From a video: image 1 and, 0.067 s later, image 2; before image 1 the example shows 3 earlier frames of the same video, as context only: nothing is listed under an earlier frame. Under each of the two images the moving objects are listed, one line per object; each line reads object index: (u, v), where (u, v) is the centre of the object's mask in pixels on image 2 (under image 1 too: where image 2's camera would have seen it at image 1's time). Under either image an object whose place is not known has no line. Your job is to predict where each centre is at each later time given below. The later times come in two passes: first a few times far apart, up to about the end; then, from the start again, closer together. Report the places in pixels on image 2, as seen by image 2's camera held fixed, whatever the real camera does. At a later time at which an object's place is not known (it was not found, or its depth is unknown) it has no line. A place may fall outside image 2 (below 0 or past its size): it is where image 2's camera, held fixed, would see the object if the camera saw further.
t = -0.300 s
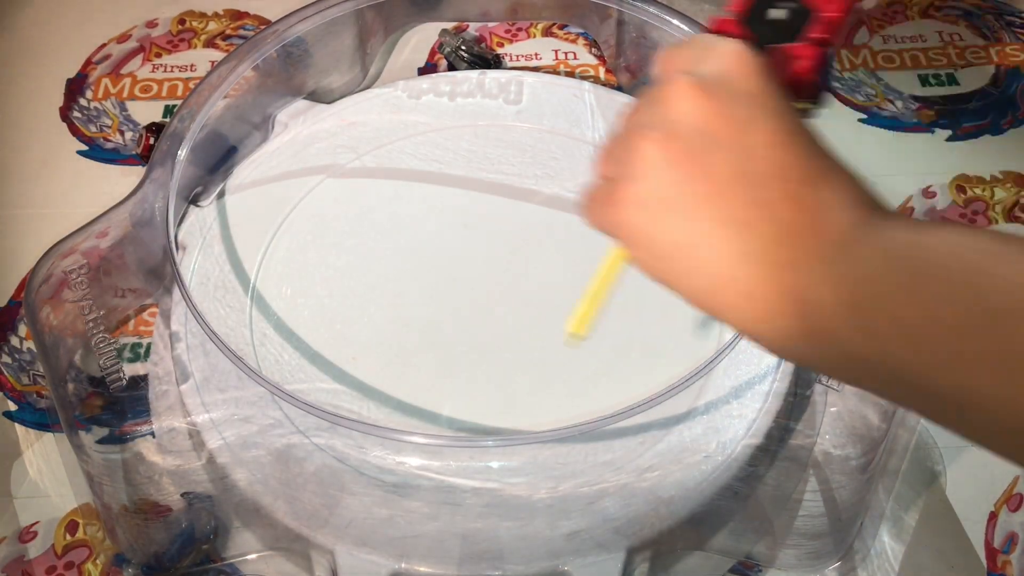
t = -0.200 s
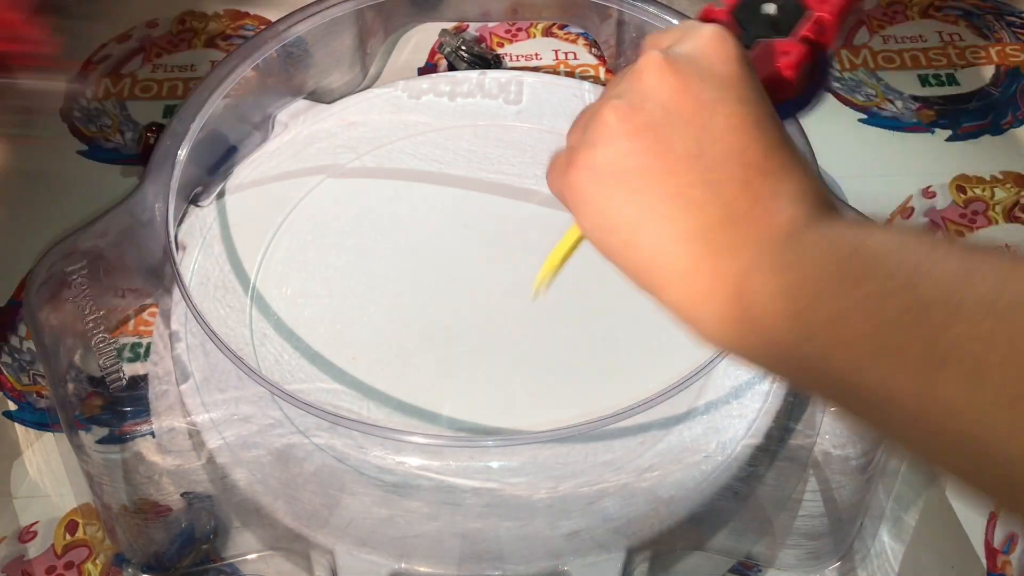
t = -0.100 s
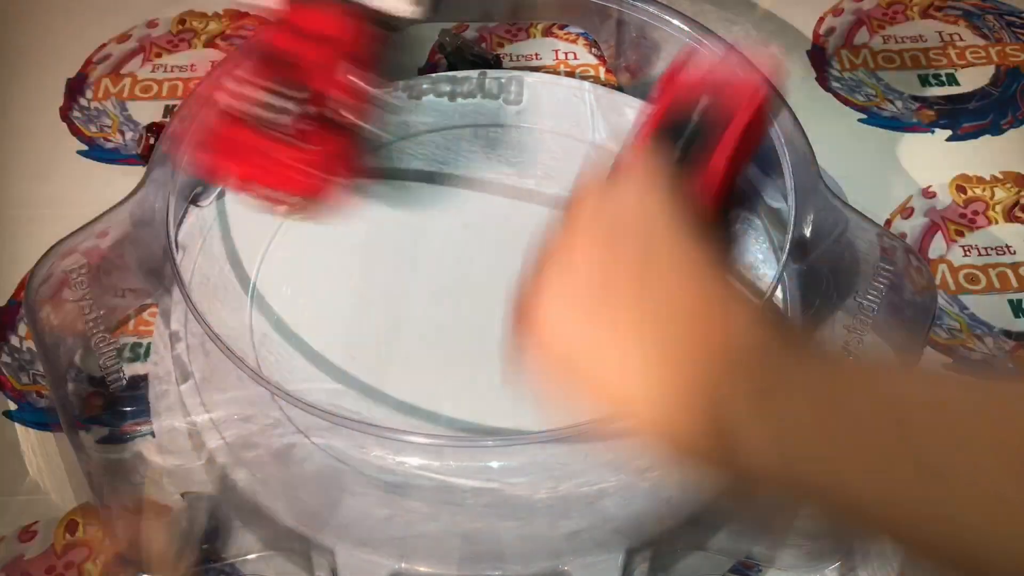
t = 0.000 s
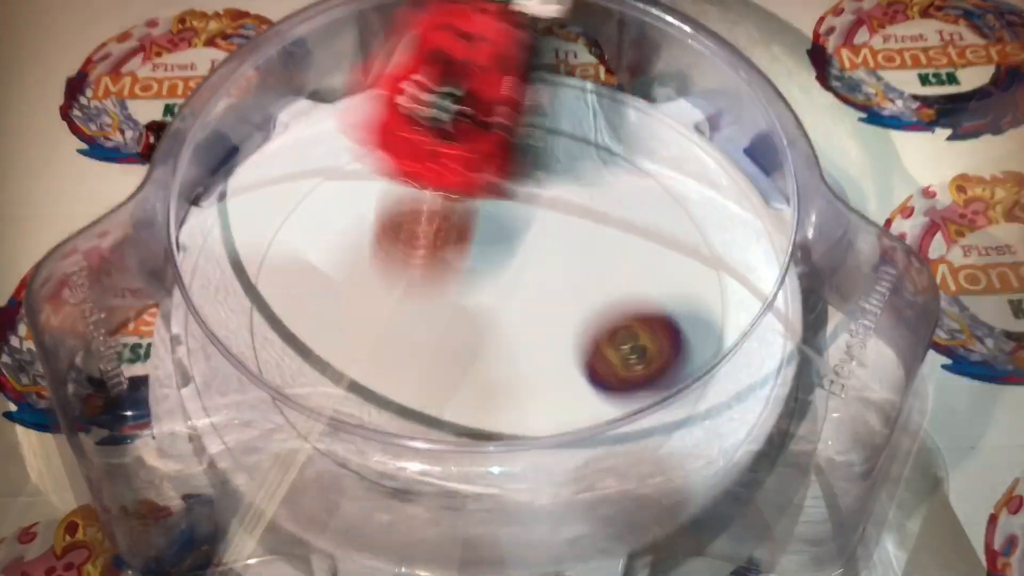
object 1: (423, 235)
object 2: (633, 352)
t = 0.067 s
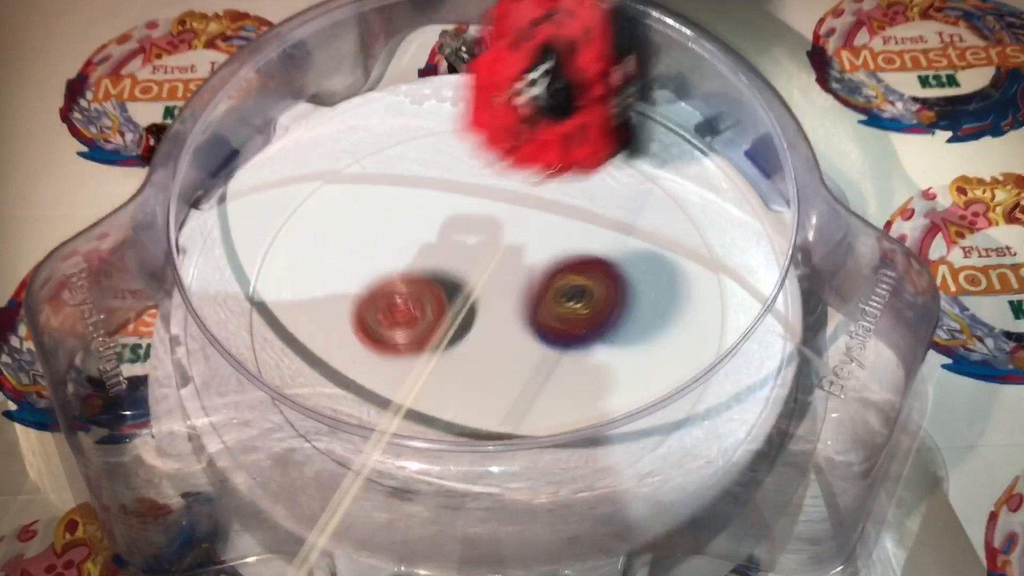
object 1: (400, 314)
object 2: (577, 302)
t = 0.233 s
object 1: (391, 367)
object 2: (496, 278)
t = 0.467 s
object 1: (468, 343)
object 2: (558, 271)
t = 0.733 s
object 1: (204, 335)
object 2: (669, 234)
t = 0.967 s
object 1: (260, 350)
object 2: (399, 254)
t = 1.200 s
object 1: (405, 501)
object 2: (391, 251)
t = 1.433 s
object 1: (497, 448)
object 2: (467, 316)
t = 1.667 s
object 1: (501, 387)
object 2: (522, 296)
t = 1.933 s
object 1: (417, 377)
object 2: (434, 159)
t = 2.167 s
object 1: (414, 368)
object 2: (321, 175)
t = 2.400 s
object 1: (496, 338)
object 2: (332, 367)
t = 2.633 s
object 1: (607, 256)
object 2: (577, 343)
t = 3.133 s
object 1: (407, 293)
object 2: (490, 224)
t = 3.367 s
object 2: (345, 329)
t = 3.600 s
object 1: (625, 348)
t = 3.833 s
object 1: (686, 231)
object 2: (559, 287)
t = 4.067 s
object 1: (598, 239)
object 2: (371, 246)
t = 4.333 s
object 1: (503, 285)
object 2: (321, 390)
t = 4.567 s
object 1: (440, 285)
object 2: (552, 343)
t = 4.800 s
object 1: (393, 251)
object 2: (546, 189)
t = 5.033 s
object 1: (365, 253)
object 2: (386, 170)
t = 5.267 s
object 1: (372, 330)
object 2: (397, 251)
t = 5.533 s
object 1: (457, 322)
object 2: (553, 208)
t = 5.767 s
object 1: (527, 304)
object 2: (530, 153)
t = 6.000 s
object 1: (596, 296)
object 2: (496, 259)
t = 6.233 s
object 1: (653, 319)
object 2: (531, 320)
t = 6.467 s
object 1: (678, 320)
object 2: (469, 308)
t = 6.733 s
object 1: (568, 323)
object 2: (460, 358)
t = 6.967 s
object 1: (554, 282)
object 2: (438, 319)
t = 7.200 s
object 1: (487, 261)
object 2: (398, 301)
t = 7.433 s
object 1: (670, 119)
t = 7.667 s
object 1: (520, 266)
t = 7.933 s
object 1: (624, 309)
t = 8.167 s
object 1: (629, 305)
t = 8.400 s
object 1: (580, 291)
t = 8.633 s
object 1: (541, 261)
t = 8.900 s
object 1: (559, 354)
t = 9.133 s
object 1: (525, 347)
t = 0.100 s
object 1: (394, 303)
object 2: (547, 296)
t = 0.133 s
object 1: (387, 303)
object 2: (518, 304)
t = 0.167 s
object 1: (381, 316)
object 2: (493, 325)
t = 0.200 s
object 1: (380, 345)
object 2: (490, 305)
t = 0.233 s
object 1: (391, 367)
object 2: (496, 278)
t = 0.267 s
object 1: (391, 354)
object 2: (502, 264)
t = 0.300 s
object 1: (400, 354)
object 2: (509, 264)
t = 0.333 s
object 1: (411, 359)
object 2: (518, 262)
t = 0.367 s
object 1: (424, 352)
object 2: (528, 251)
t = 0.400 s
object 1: (439, 351)
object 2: (540, 252)
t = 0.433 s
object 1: (454, 347)
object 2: (552, 265)
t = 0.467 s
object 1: (468, 343)
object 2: (558, 271)
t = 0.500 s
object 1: (480, 339)
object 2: (562, 277)
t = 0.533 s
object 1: (445, 338)
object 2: (607, 279)
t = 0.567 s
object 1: (379, 347)
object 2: (661, 270)
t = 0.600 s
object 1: (320, 354)
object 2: (703, 261)
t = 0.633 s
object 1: (269, 352)
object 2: (711, 250)
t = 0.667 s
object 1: (237, 339)
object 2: (704, 244)
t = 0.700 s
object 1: (217, 336)
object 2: (690, 240)
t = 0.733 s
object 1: (204, 335)
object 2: (669, 234)
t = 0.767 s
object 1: (200, 334)
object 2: (638, 225)
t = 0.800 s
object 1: (201, 333)
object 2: (602, 221)
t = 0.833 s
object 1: (206, 334)
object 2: (561, 220)
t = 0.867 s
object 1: (216, 337)
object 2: (520, 225)
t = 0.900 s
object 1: (229, 341)
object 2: (478, 231)
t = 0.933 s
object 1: (243, 345)
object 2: (437, 240)
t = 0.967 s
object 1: (260, 350)
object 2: (399, 254)
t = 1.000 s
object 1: (283, 356)
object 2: (367, 268)
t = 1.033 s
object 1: (305, 363)
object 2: (342, 287)
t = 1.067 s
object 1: (301, 402)
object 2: (346, 275)
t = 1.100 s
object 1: (325, 429)
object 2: (355, 263)
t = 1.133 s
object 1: (350, 471)
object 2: (365, 255)
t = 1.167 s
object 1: (377, 491)
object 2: (378, 251)
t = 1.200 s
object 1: (405, 501)
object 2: (391, 251)
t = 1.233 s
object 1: (431, 503)
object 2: (404, 253)
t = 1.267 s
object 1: (454, 497)
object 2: (419, 259)
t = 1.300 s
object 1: (469, 491)
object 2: (431, 267)
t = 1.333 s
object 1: (480, 482)
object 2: (443, 277)
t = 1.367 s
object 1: (486, 471)
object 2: (453, 289)
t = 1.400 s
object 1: (491, 461)
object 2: (461, 301)
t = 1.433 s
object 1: (497, 448)
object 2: (467, 316)
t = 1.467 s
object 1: (502, 429)
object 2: (474, 331)
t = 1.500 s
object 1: (502, 413)
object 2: (483, 341)
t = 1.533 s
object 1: (505, 413)
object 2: (495, 336)
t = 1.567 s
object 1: (506, 411)
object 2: (505, 326)
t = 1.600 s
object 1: (505, 407)
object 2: (514, 317)
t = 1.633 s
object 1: (503, 400)
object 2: (520, 306)
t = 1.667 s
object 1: (501, 387)
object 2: (522, 296)
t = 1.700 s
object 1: (497, 373)
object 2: (519, 284)
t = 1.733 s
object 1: (492, 359)
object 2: (511, 271)
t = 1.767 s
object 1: (485, 345)
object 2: (500, 260)
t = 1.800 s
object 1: (478, 332)
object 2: (485, 252)
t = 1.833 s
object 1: (466, 337)
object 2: (470, 233)
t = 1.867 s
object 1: (446, 356)
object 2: (460, 202)
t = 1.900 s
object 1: (429, 369)
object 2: (448, 178)
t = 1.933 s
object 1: (417, 377)
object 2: (434, 159)
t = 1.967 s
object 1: (411, 379)
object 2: (418, 144)
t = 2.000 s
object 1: (409, 379)
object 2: (402, 135)
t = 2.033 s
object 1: (409, 378)
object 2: (384, 131)
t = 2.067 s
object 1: (410, 376)
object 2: (367, 133)
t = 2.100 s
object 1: (410, 374)
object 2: (354, 145)
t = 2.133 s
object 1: (412, 371)
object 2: (338, 159)
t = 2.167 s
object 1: (414, 368)
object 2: (321, 175)
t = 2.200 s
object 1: (416, 363)
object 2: (306, 197)
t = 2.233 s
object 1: (418, 359)
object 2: (293, 225)
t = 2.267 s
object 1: (419, 354)
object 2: (290, 256)
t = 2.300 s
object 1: (420, 348)
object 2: (298, 290)
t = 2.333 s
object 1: (422, 343)
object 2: (316, 323)
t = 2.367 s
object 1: (458, 341)
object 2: (322, 347)
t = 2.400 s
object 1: (496, 338)
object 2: (332, 367)
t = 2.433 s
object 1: (531, 331)
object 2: (355, 381)
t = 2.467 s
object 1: (560, 321)
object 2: (388, 393)
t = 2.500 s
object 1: (583, 310)
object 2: (429, 397)
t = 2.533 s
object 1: (597, 297)
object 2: (470, 397)
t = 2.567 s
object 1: (606, 285)
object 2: (511, 385)
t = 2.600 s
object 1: (607, 271)
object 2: (546, 368)
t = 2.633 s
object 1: (607, 256)
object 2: (577, 343)
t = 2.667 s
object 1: (606, 242)
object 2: (601, 317)
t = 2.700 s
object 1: (611, 177)
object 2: (609, 329)
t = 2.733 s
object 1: (617, 109)
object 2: (613, 340)
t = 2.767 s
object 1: (580, 72)
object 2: (610, 349)
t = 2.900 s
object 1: (394, 69)
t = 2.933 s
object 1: (386, 102)
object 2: (604, 303)
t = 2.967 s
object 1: (381, 131)
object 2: (597, 283)
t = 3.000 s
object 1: (378, 166)
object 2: (584, 264)
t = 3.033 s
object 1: (379, 200)
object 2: (567, 247)
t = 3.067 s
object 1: (384, 234)
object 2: (543, 235)
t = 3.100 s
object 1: (393, 264)
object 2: (517, 227)
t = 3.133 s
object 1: (407, 293)
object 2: (490, 224)
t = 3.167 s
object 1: (423, 317)
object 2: (461, 226)
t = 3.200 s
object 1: (441, 338)
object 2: (433, 232)
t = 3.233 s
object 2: (407, 242)
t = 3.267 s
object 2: (383, 258)
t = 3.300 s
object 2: (365, 278)
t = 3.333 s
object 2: (351, 302)
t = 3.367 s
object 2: (345, 329)
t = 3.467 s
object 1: (579, 366)
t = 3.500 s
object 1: (593, 362)
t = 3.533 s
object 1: (606, 358)
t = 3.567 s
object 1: (617, 353)
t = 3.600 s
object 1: (625, 348)
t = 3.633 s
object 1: (637, 338)
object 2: (573, 396)
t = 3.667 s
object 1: (660, 313)
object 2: (588, 388)
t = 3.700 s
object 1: (679, 290)
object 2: (596, 374)
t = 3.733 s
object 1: (688, 269)
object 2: (596, 352)
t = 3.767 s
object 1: (693, 252)
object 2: (591, 329)
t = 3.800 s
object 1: (692, 239)
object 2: (577, 307)
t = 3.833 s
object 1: (686, 231)
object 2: (559, 287)
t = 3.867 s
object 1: (678, 226)
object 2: (537, 270)
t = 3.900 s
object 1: (668, 225)
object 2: (512, 257)
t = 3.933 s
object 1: (655, 225)
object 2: (486, 248)
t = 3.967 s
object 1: (643, 227)
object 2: (457, 242)
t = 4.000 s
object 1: (627, 230)
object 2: (428, 241)
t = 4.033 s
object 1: (612, 234)
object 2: (400, 242)
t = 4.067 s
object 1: (598, 239)
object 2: (371, 246)
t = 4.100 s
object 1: (584, 244)
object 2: (344, 253)
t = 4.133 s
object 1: (569, 250)
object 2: (320, 265)
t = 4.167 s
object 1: (556, 256)
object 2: (299, 282)
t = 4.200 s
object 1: (544, 261)
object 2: (286, 300)
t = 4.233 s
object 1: (532, 268)
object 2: (279, 322)
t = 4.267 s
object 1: (521, 274)
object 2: (284, 346)
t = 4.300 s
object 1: (511, 279)
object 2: (302, 366)
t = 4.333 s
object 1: (503, 285)
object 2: (321, 390)
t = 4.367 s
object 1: (494, 290)
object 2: (360, 395)
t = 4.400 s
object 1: (486, 294)
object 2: (397, 402)
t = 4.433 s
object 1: (477, 298)
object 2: (437, 401)
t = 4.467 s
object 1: (470, 302)
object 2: (470, 395)
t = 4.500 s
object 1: (462, 304)
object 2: (501, 377)
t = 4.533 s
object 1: (452, 299)
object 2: (529, 360)
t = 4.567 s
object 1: (440, 285)
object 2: (552, 343)
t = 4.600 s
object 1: (430, 274)
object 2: (570, 322)
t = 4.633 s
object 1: (423, 266)
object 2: (580, 298)
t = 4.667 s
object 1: (417, 260)
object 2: (583, 275)
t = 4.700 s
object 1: (411, 256)
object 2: (581, 252)
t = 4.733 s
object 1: (406, 253)
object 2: (574, 228)
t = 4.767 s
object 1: (400, 252)
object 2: (561, 208)
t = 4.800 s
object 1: (393, 251)
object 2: (546, 189)
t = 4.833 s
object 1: (388, 250)
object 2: (527, 175)
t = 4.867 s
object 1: (382, 249)
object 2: (505, 163)
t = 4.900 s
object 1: (378, 248)
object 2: (483, 156)
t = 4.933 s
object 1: (375, 247)
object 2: (457, 154)
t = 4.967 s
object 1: (372, 246)
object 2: (430, 156)
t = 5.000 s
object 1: (371, 246)
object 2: (405, 164)
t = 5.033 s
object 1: (365, 253)
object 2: (386, 170)
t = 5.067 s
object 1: (355, 271)
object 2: (376, 173)
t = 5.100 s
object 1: (348, 285)
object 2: (368, 182)
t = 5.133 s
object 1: (345, 299)
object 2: (362, 195)
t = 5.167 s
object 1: (347, 312)
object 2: (361, 210)
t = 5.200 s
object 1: (354, 320)
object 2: (366, 227)
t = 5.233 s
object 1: (363, 324)
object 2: (377, 242)
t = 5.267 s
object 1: (372, 330)
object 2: (397, 251)
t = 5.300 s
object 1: (382, 335)
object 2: (422, 255)
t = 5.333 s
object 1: (393, 335)
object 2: (446, 256)
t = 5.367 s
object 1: (404, 334)
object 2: (469, 254)
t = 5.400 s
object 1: (414, 332)
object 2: (490, 249)
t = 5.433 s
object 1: (425, 329)
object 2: (509, 241)
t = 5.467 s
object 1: (436, 327)
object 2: (527, 230)
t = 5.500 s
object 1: (447, 325)
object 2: (541, 220)
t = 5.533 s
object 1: (457, 322)
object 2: (553, 208)
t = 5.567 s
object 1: (467, 320)
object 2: (562, 196)
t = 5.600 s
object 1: (477, 317)
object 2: (566, 182)
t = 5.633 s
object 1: (487, 314)
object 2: (567, 169)
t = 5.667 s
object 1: (497, 311)
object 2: (563, 159)
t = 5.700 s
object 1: (507, 309)
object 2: (554, 152)
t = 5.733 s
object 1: (518, 306)
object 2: (543, 150)
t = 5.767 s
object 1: (527, 304)
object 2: (530, 153)
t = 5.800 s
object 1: (536, 302)
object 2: (517, 162)
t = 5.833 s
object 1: (546, 299)
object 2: (508, 173)
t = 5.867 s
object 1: (554, 297)
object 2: (501, 188)
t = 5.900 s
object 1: (563, 295)
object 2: (495, 206)
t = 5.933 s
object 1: (571, 294)
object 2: (495, 224)
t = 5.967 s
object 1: (579, 292)
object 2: (497, 246)
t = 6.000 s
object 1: (596, 296)
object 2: (496, 259)
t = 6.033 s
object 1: (620, 307)
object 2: (488, 267)
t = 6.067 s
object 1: (639, 314)
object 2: (486, 276)
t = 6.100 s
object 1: (649, 319)
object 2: (487, 285)
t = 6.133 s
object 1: (654, 321)
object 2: (493, 297)
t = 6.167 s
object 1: (655, 321)
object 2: (503, 308)
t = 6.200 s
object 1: (655, 320)
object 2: (516, 316)
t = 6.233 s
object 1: (653, 319)
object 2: (531, 320)
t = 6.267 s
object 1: (649, 317)
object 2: (545, 321)
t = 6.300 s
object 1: (665, 317)
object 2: (541, 317)
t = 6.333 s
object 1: (680, 317)
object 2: (529, 312)
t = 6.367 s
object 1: (686, 319)
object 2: (516, 308)
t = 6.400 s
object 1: (687, 319)
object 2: (502, 305)
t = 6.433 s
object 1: (684, 320)
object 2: (485, 306)
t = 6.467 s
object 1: (678, 320)
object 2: (469, 308)
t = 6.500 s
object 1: (670, 321)
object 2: (455, 312)
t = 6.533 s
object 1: (659, 322)
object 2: (442, 317)
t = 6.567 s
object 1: (646, 323)
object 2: (432, 326)
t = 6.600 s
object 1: (633, 323)
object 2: (427, 334)
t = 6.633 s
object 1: (617, 323)
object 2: (428, 344)
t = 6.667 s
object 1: (601, 323)
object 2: (434, 353)
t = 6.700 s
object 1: (585, 323)
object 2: (445, 358)
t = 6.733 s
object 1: (568, 323)
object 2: (460, 358)
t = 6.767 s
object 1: (561, 318)
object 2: (468, 356)
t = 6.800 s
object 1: (570, 309)
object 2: (463, 352)
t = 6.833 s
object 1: (574, 301)
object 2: (459, 347)
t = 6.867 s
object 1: (573, 293)
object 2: (455, 340)
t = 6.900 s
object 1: (569, 288)
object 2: (451, 333)
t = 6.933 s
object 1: (562, 284)
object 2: (445, 326)
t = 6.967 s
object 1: (554, 282)
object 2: (438, 319)
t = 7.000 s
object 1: (544, 281)
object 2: (430, 313)
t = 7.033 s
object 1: (533, 278)
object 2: (421, 309)
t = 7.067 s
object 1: (523, 276)
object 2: (413, 305)
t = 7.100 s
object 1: (514, 273)
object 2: (407, 303)
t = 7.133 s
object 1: (504, 269)
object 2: (402, 302)
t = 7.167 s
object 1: (495, 265)
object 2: (398, 301)
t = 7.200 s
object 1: (487, 261)
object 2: (398, 301)
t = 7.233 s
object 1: (479, 256)
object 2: (401, 301)
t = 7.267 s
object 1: (484, 251)
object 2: (398, 301)
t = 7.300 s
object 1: (536, 207)
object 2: (358, 311)
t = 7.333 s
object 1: (581, 178)
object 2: (321, 323)
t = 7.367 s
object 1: (629, 157)
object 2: (295, 332)
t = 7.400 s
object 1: (668, 122)
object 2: (280, 340)
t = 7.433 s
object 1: (670, 119)
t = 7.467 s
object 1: (657, 142)
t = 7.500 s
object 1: (640, 162)
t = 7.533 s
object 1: (617, 184)
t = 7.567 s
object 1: (595, 204)
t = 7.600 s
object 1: (569, 228)
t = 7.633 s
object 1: (544, 247)
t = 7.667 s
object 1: (520, 266)
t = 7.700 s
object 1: (496, 284)
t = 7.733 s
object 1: (481, 299)
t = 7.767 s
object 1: (506, 297)
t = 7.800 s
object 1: (533, 298)
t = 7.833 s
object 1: (564, 313)
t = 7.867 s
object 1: (584, 304)
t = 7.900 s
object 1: (604, 301)
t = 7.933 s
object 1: (624, 309)
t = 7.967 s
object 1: (633, 306)
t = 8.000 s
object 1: (638, 306)
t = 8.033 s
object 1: (640, 306)
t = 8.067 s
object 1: (640, 307)
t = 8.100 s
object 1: (637, 307)
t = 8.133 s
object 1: (633, 306)
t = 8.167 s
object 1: (629, 305)
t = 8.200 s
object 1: (623, 305)
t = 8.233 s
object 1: (617, 304)
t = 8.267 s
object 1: (610, 304)
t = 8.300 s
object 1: (603, 302)
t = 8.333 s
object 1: (596, 299)
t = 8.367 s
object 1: (589, 296)
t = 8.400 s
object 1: (580, 291)
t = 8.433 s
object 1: (570, 285)
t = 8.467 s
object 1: (561, 279)
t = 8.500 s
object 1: (553, 271)
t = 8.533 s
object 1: (547, 264)
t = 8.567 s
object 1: (542, 258)
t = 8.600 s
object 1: (538, 251)
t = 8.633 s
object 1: (541, 261)
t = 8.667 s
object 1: (552, 279)
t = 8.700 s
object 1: (561, 293)
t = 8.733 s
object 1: (570, 317)
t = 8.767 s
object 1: (570, 325)
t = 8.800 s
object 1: (568, 340)
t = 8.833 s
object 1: (565, 346)
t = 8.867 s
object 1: (561, 352)
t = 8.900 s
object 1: (559, 354)
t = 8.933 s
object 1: (557, 355)
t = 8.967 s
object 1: (555, 355)
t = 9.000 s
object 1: (551, 356)
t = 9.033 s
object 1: (547, 353)
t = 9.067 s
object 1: (540, 354)
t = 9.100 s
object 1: (534, 349)
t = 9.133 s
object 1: (525, 347)
